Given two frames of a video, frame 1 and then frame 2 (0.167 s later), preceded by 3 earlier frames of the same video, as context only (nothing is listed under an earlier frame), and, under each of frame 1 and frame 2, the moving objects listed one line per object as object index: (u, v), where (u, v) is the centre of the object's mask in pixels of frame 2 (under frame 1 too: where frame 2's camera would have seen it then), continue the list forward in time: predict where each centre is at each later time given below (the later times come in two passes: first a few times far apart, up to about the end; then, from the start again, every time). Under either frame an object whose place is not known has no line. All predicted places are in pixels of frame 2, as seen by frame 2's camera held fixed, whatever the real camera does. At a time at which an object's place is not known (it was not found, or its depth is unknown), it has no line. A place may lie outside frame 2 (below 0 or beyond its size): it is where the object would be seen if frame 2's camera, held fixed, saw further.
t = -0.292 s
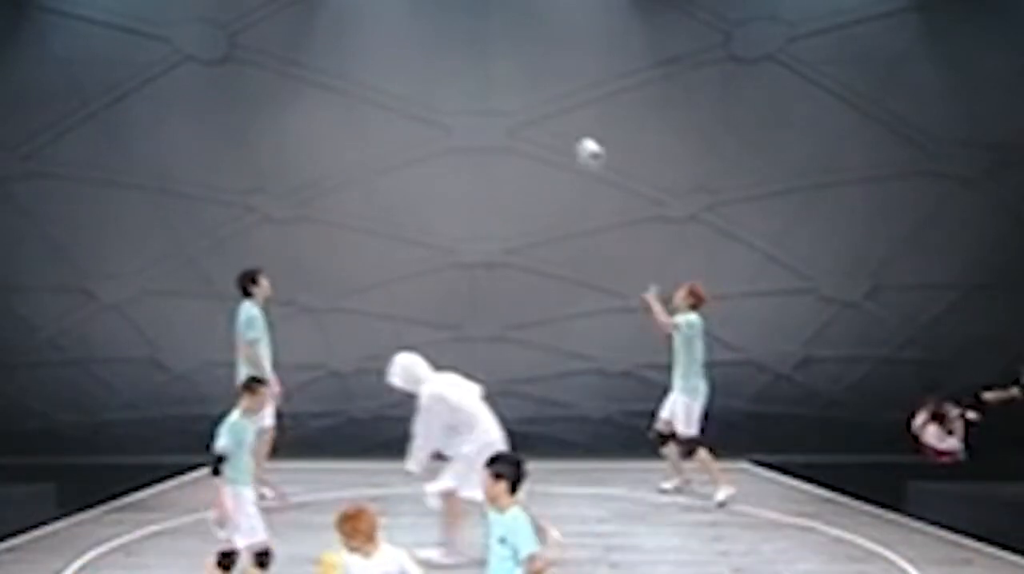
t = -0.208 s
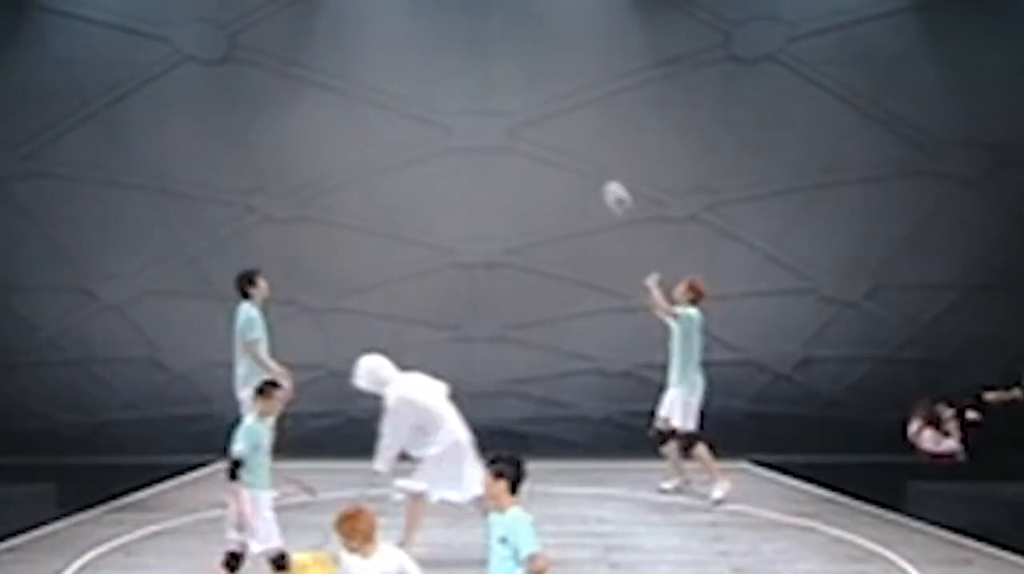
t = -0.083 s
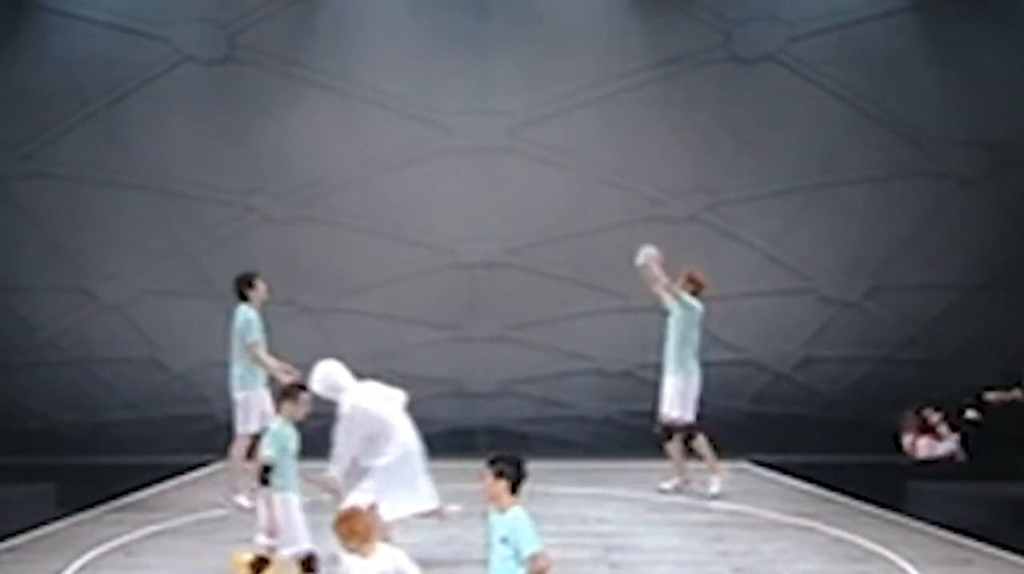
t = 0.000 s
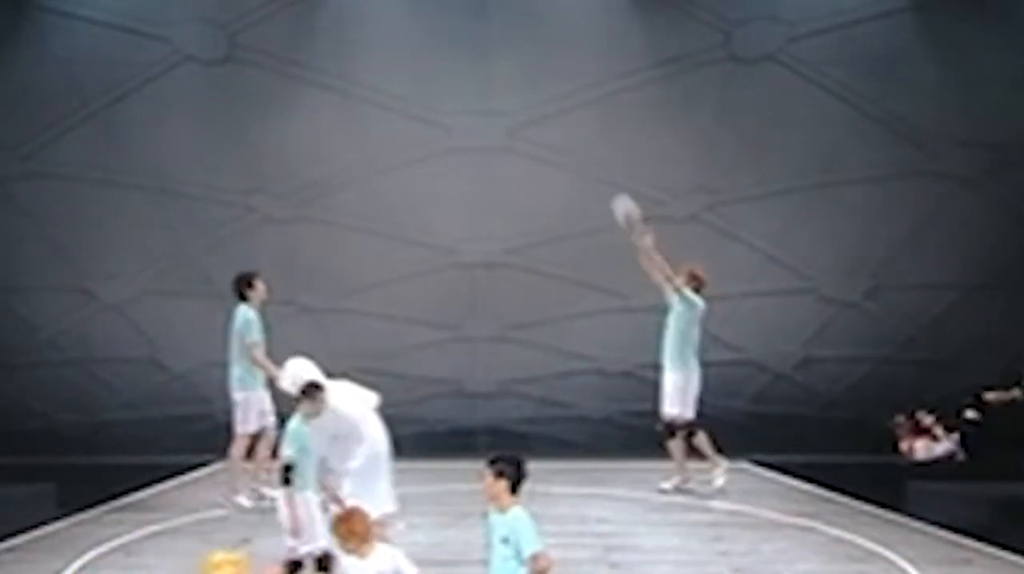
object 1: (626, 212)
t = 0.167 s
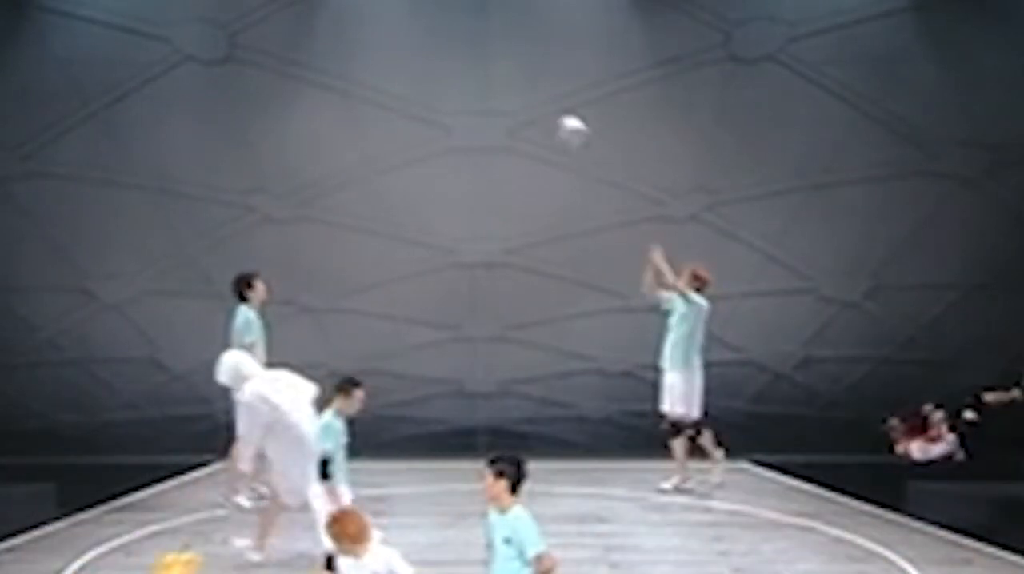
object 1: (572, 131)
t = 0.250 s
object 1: (545, 103)
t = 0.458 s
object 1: (482, 68)
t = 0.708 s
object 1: (405, 94)
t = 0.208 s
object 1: (559, 114)
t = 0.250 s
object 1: (545, 103)
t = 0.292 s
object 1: (533, 91)
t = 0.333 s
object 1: (523, 82)
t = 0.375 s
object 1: (512, 76)
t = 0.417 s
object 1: (496, 70)
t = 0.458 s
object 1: (482, 68)
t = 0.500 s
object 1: (470, 68)
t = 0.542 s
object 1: (456, 69)
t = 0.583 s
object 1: (442, 75)
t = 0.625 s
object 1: (430, 78)
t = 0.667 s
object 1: (417, 84)
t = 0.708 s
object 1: (405, 94)
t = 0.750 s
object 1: (393, 105)
